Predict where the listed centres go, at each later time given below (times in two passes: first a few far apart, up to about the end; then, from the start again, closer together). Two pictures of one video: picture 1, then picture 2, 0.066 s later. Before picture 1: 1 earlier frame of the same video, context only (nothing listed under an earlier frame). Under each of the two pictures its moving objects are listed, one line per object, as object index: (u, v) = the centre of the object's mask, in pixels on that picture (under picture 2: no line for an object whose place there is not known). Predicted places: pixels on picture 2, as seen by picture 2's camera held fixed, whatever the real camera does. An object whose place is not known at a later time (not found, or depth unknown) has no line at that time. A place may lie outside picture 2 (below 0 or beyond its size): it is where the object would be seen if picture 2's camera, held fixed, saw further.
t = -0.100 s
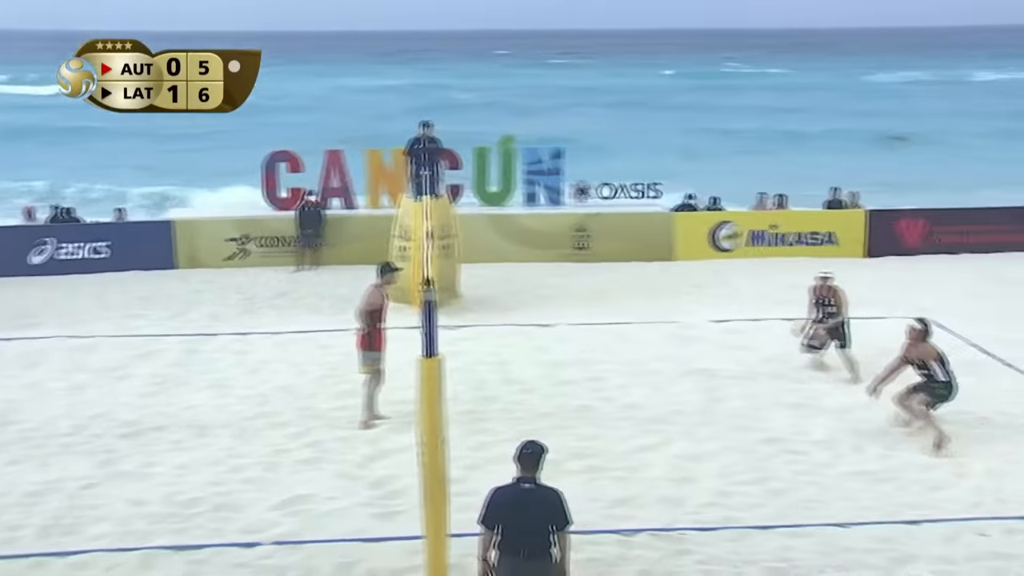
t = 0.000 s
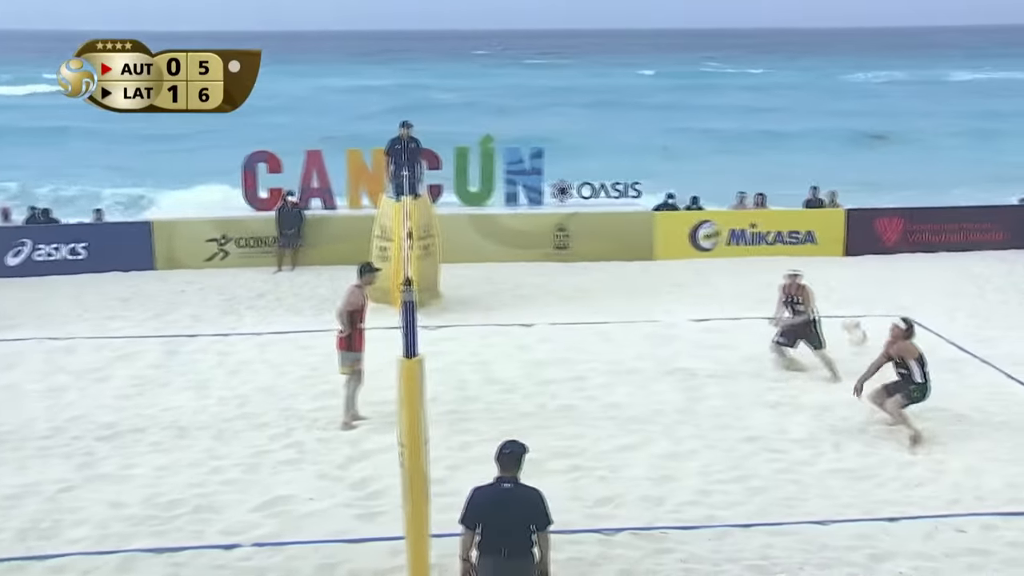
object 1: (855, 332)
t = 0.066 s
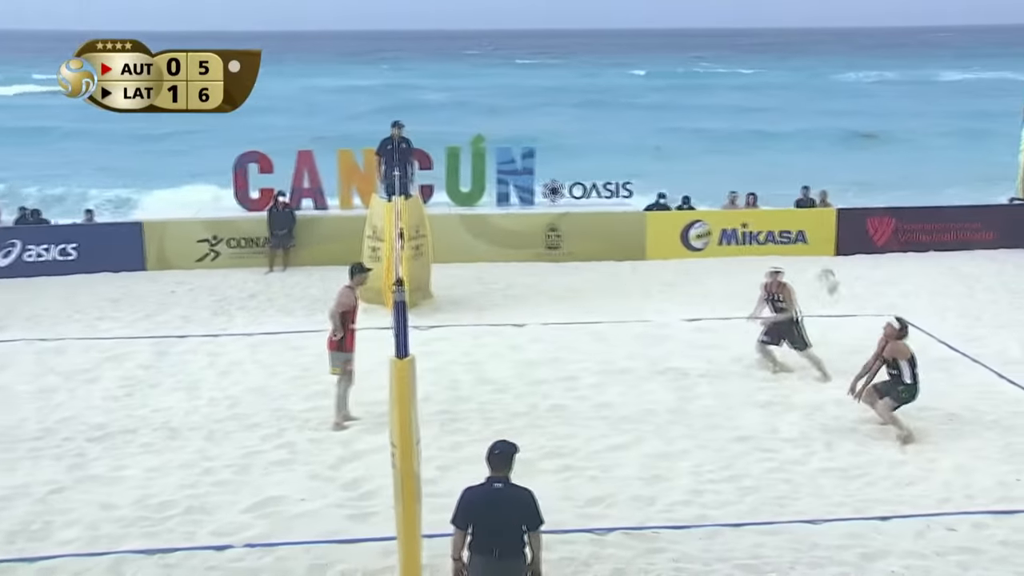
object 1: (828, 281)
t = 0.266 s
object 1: (780, 158)
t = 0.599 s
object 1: (713, 48)
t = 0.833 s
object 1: (673, 31)
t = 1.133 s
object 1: (629, 67)
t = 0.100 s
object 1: (821, 256)
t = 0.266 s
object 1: (780, 158)
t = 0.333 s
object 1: (766, 127)
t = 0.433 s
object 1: (745, 90)
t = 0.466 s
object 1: (739, 80)
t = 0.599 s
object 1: (713, 48)
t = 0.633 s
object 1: (706, 43)
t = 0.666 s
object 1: (702, 39)
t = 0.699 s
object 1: (696, 36)
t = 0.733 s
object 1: (690, 33)
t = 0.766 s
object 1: (684, 32)
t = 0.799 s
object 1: (679, 31)
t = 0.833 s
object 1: (673, 31)
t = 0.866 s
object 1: (667, 33)
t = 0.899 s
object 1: (663, 34)
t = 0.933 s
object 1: (659, 36)
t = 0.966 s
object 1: (652, 40)
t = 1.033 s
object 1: (642, 48)
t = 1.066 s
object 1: (638, 55)
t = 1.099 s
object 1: (634, 60)
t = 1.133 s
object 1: (629, 67)
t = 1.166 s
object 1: (626, 74)
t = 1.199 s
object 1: (622, 83)
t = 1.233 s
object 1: (619, 91)
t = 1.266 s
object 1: (614, 101)
